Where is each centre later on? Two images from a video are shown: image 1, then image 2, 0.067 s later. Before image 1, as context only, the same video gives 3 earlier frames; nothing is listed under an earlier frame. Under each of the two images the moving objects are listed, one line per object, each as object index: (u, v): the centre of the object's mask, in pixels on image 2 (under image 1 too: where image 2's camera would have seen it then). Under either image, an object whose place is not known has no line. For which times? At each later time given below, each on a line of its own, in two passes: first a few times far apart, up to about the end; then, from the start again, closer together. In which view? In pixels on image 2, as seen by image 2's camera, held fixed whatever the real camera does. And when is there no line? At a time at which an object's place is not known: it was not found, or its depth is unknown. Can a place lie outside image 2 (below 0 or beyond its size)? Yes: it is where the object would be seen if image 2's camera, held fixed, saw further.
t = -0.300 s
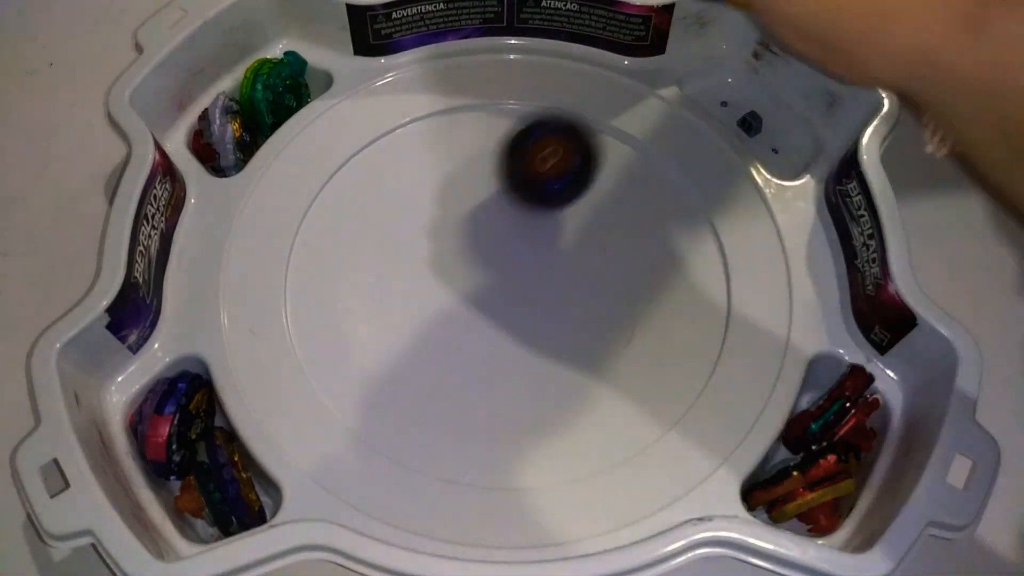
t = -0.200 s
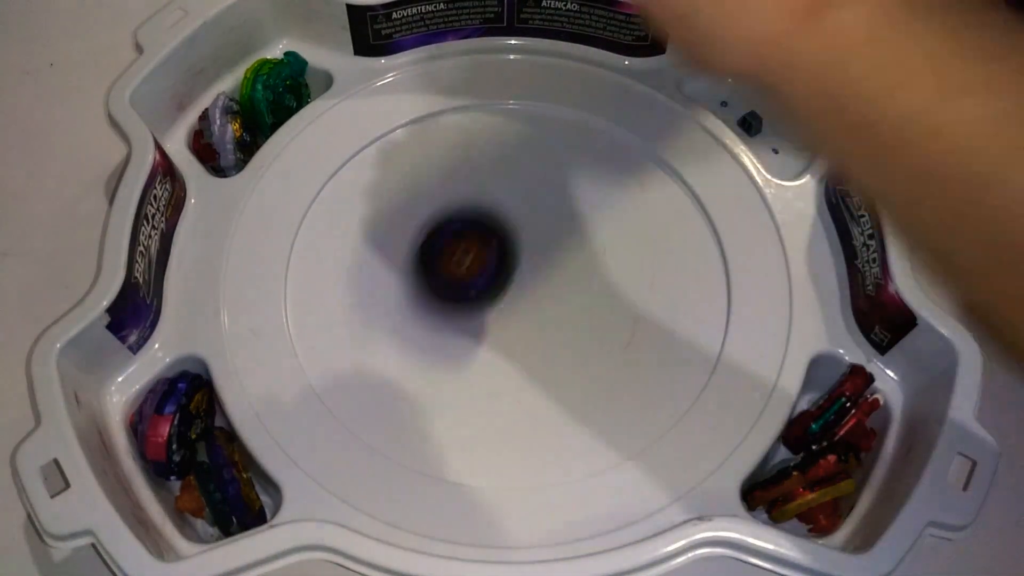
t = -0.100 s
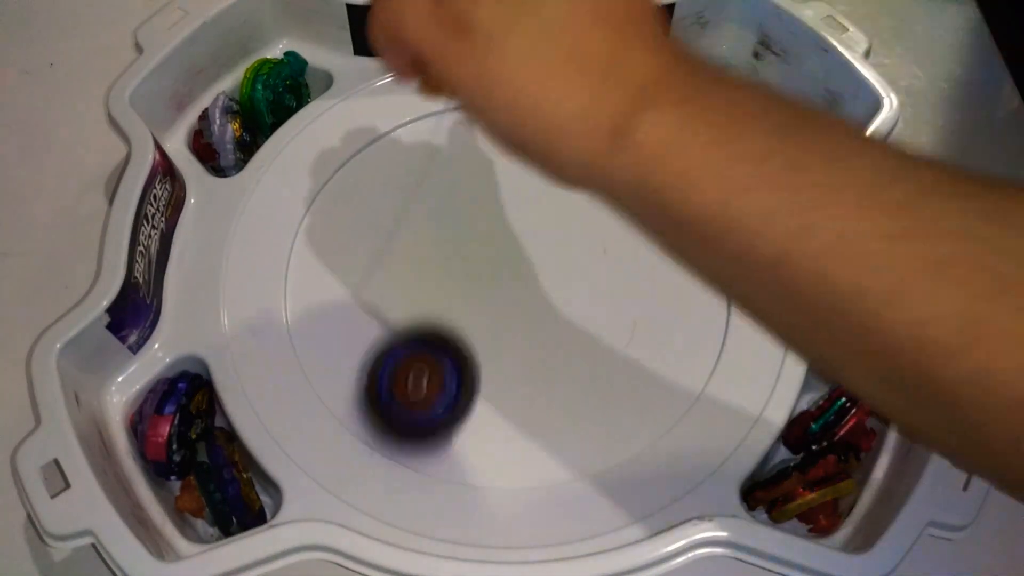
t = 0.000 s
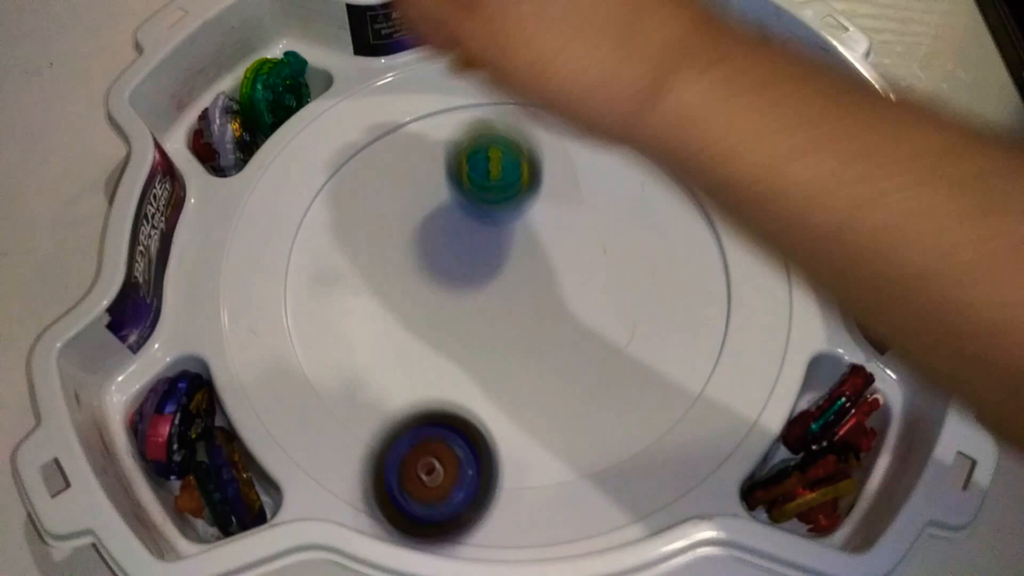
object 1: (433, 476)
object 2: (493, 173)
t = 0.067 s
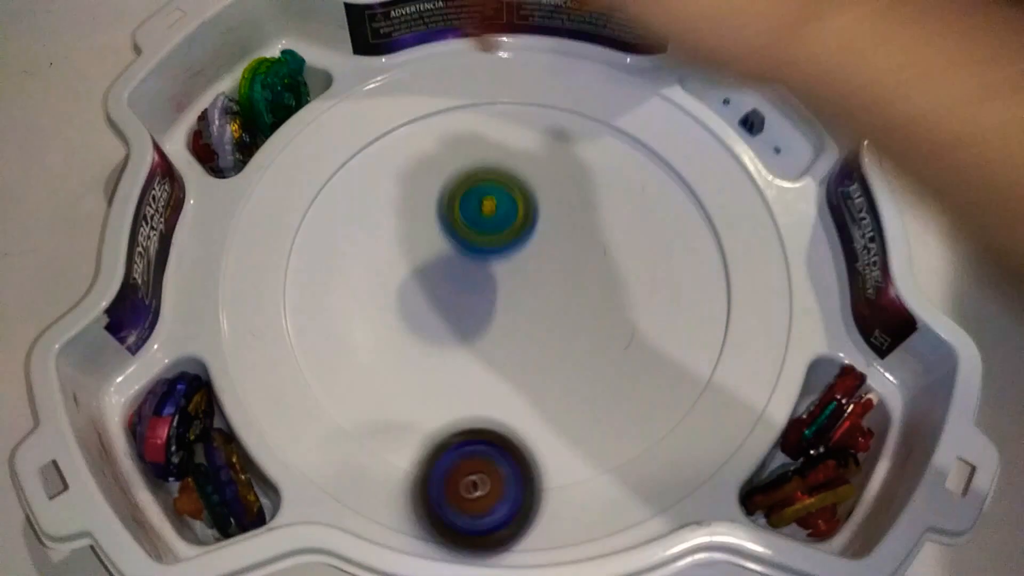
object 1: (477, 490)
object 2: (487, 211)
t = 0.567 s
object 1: (639, 146)
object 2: (648, 268)
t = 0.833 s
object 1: (292, 222)
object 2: (472, 89)
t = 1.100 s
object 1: (482, 429)
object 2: (216, 387)
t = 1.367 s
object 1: (646, 132)
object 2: (178, 421)
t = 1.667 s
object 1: (302, 352)
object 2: (178, 420)
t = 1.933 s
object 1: (668, 158)
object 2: (334, 365)
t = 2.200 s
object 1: (372, 423)
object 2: (705, 180)
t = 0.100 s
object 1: (504, 478)
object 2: (483, 245)
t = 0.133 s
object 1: (531, 470)
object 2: (482, 276)
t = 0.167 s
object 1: (559, 455)
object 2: (485, 302)
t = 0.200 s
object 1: (585, 440)
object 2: (492, 326)
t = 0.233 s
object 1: (609, 421)
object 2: (503, 346)
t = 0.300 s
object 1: (658, 375)
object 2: (534, 374)
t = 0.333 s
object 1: (684, 351)
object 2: (551, 379)
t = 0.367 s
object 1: (709, 326)
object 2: (568, 378)
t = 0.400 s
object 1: (718, 295)
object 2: (586, 372)
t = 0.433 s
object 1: (712, 262)
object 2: (603, 361)
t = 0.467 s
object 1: (704, 228)
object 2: (619, 344)
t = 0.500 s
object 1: (690, 197)
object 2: (633, 322)
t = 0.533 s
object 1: (668, 168)
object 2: (642, 297)
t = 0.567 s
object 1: (639, 146)
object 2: (648, 268)
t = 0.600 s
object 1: (604, 129)
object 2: (647, 236)
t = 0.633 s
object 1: (564, 121)
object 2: (640, 203)
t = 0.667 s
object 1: (520, 119)
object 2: (626, 172)
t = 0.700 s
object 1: (473, 125)
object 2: (606, 141)
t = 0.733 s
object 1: (425, 139)
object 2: (579, 113)
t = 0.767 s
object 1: (378, 160)
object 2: (548, 92)
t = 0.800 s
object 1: (334, 187)
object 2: (511, 83)
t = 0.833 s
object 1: (292, 222)
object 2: (472, 89)
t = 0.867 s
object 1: (269, 258)
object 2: (431, 107)
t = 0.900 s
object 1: (258, 308)
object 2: (386, 132)
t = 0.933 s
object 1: (256, 363)
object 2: (341, 164)
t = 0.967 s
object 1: (265, 417)
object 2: (301, 204)
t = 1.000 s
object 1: (299, 457)
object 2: (276, 260)
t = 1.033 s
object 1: (340, 430)
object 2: (262, 324)
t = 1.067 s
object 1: (400, 419)
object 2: (242, 376)
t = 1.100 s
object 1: (482, 429)
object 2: (216, 387)
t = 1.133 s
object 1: (564, 424)
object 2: (195, 409)
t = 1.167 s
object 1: (639, 411)
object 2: (180, 412)
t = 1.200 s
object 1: (692, 370)
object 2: (173, 421)
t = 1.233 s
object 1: (713, 320)
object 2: (170, 422)
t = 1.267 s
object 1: (727, 268)
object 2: (176, 419)
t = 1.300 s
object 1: (713, 217)
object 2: (177, 415)
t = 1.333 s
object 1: (685, 171)
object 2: (179, 416)
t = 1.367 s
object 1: (646, 132)
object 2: (178, 421)
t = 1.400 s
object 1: (599, 106)
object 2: (169, 426)
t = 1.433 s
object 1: (545, 90)
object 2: (169, 425)
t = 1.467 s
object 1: (487, 87)
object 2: (177, 421)
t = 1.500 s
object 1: (432, 96)
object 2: (180, 421)
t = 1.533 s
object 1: (378, 119)
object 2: (179, 423)
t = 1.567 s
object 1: (327, 159)
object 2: (175, 424)
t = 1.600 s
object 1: (293, 212)
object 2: (174, 425)
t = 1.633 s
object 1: (280, 280)
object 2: (176, 422)
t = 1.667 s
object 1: (302, 352)
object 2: (178, 420)
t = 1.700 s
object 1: (362, 419)
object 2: (182, 420)
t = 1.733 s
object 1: (453, 460)
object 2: (185, 418)
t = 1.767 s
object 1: (553, 457)
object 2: (193, 412)
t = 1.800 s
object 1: (636, 418)
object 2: (207, 403)
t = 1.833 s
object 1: (697, 356)
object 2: (229, 395)
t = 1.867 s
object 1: (718, 286)
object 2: (256, 387)
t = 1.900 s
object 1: (707, 215)
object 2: (292, 375)
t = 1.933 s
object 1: (668, 158)
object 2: (334, 365)
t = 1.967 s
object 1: (612, 112)
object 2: (377, 357)
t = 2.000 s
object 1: (543, 90)
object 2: (426, 347)
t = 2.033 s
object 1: (468, 89)
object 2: (481, 330)
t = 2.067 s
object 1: (395, 109)
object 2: (538, 309)
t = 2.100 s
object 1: (330, 154)
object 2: (589, 284)
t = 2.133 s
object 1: (285, 238)
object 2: (637, 251)
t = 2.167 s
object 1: (294, 334)
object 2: (677, 216)
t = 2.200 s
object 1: (372, 423)
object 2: (705, 180)
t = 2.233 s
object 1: (485, 460)
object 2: (713, 146)
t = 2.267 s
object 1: (591, 442)
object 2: (712, 128)
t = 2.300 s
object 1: (668, 386)
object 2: (707, 117)
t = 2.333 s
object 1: (710, 320)
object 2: (699, 100)
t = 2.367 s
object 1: (714, 247)
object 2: (680, 93)
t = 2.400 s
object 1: (690, 185)
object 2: (657, 88)
